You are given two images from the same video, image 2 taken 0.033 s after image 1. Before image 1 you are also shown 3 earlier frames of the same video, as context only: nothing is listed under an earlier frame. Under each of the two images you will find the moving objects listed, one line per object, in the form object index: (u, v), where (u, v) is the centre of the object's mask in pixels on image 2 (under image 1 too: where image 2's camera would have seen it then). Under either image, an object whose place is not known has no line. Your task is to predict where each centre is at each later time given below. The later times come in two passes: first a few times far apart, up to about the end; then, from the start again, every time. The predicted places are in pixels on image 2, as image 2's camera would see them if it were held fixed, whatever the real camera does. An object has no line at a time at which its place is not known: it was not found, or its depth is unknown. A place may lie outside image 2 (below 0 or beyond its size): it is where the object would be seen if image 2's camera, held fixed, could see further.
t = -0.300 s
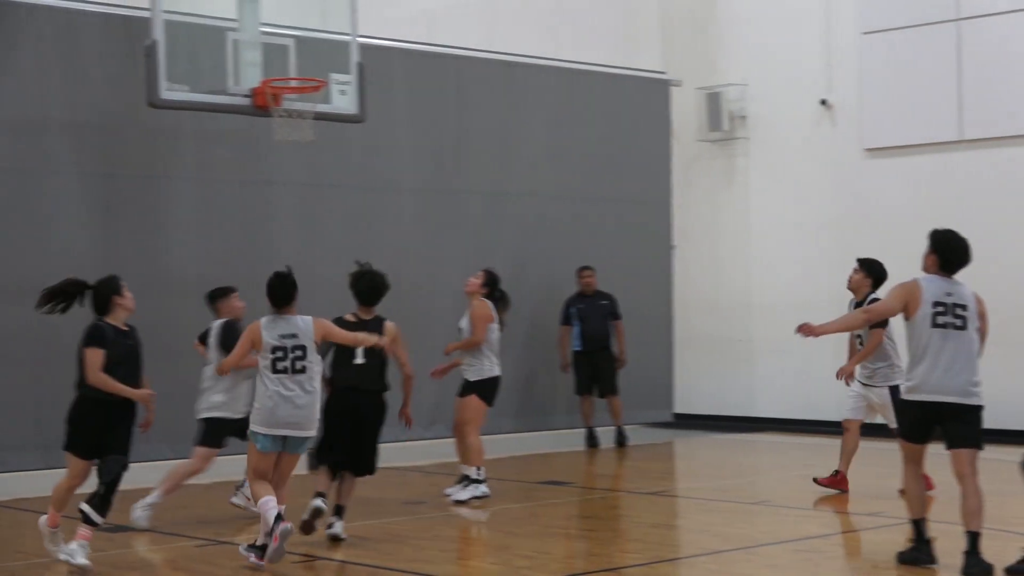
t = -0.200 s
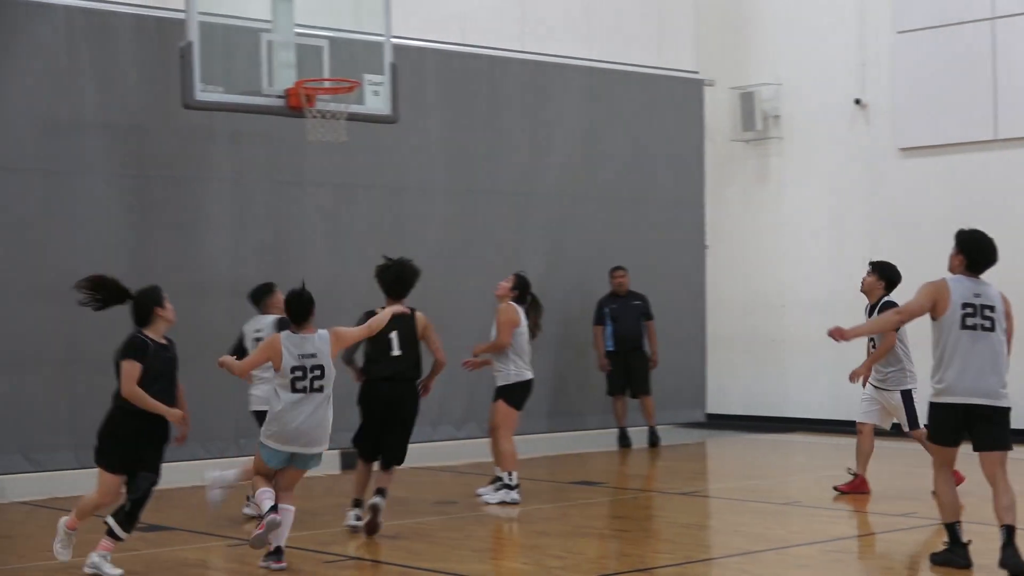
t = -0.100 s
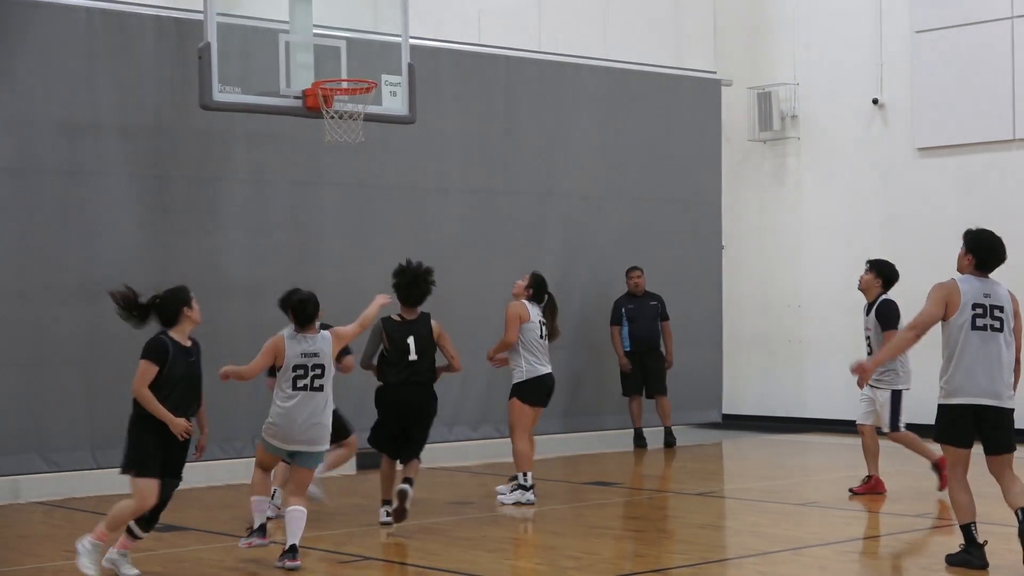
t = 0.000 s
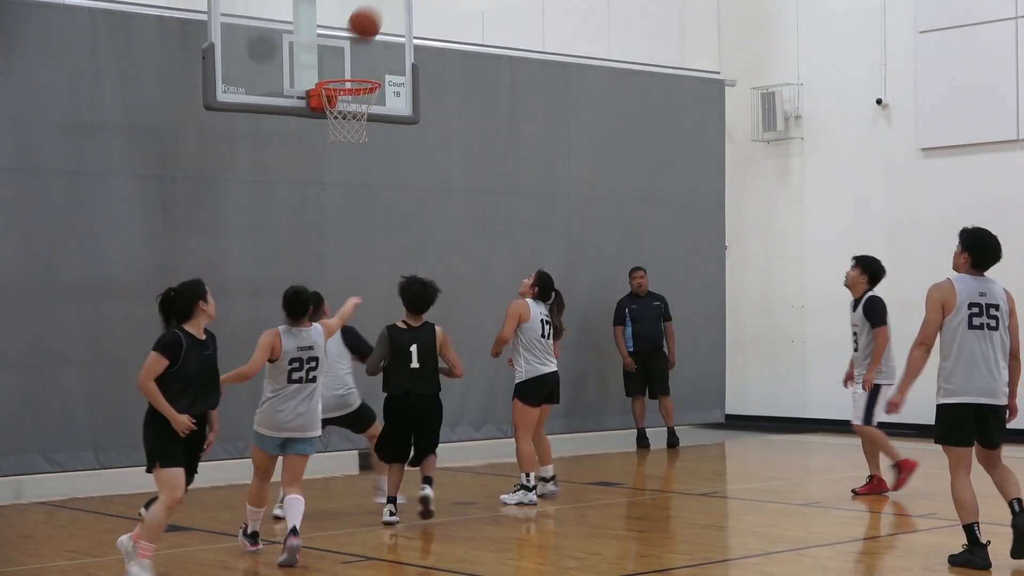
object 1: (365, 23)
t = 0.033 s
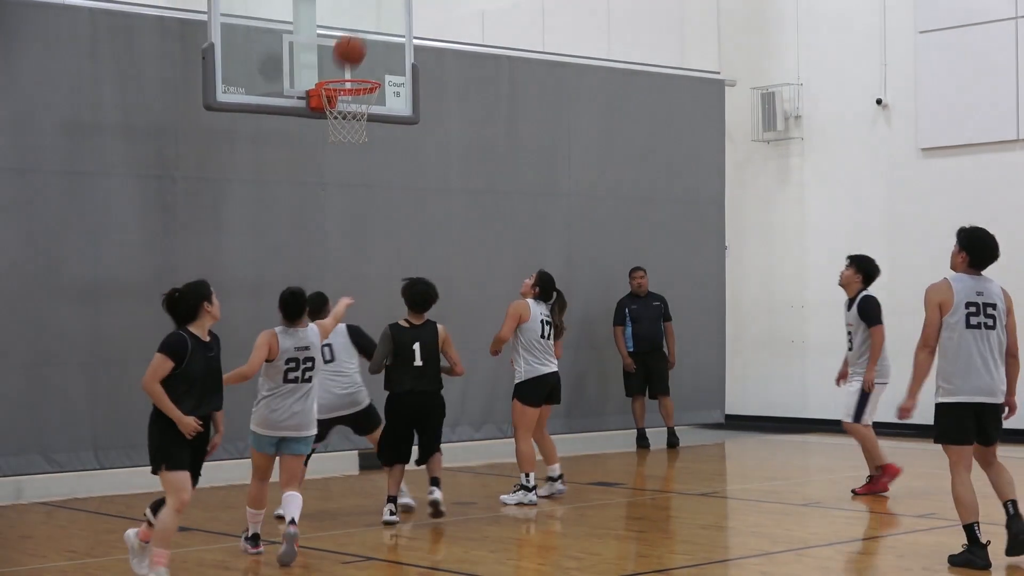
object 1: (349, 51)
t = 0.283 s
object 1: (389, 109)
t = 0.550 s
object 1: (409, 135)
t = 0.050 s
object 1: (342, 64)
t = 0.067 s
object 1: (335, 71)
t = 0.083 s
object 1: (333, 90)
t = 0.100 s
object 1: (340, 99)
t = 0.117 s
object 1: (352, 106)
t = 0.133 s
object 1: (362, 116)
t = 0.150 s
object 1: (370, 119)
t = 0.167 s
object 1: (375, 118)
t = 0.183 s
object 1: (378, 117)
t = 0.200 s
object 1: (381, 115)
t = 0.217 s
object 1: (383, 112)
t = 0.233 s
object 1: (383, 114)
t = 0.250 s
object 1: (386, 111)
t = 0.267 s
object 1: (387, 110)
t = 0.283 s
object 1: (389, 109)
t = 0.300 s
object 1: (390, 107)
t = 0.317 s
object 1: (392, 106)
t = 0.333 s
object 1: (393, 105)
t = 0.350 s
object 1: (394, 105)
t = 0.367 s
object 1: (395, 105)
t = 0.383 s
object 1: (396, 106)
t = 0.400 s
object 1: (397, 107)
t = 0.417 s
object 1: (398, 108)
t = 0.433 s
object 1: (399, 110)
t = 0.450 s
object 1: (400, 112)
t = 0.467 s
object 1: (402, 116)
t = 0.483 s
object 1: (403, 119)
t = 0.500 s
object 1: (405, 122)
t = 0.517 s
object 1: (406, 126)
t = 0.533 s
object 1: (407, 131)
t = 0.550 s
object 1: (409, 135)
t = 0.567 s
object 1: (410, 141)
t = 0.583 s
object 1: (411, 146)
